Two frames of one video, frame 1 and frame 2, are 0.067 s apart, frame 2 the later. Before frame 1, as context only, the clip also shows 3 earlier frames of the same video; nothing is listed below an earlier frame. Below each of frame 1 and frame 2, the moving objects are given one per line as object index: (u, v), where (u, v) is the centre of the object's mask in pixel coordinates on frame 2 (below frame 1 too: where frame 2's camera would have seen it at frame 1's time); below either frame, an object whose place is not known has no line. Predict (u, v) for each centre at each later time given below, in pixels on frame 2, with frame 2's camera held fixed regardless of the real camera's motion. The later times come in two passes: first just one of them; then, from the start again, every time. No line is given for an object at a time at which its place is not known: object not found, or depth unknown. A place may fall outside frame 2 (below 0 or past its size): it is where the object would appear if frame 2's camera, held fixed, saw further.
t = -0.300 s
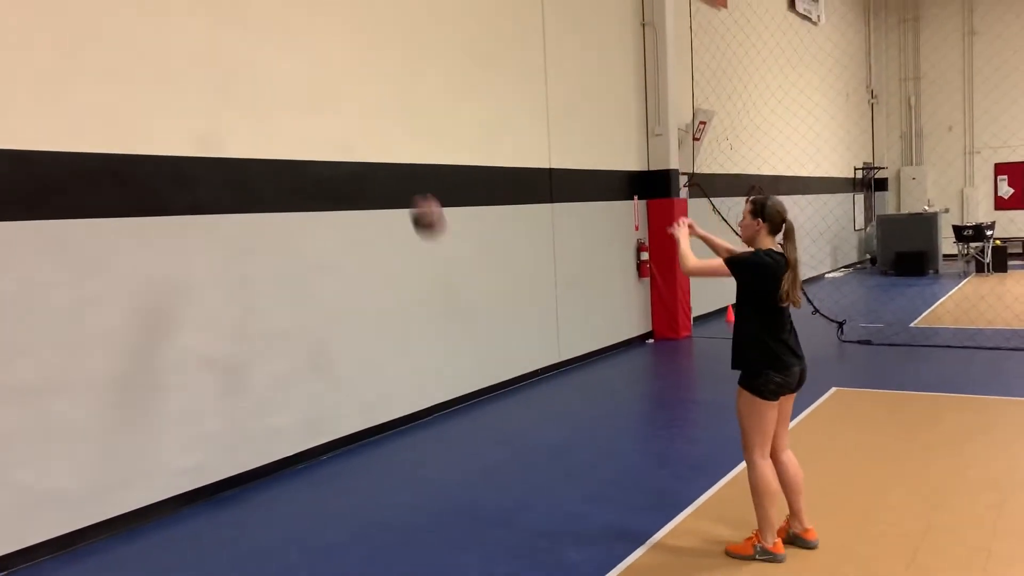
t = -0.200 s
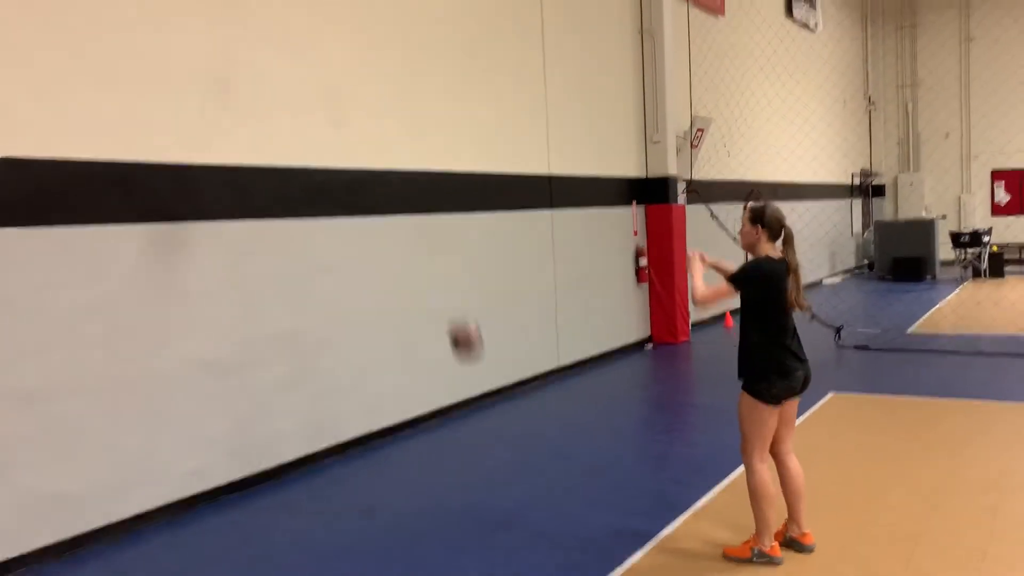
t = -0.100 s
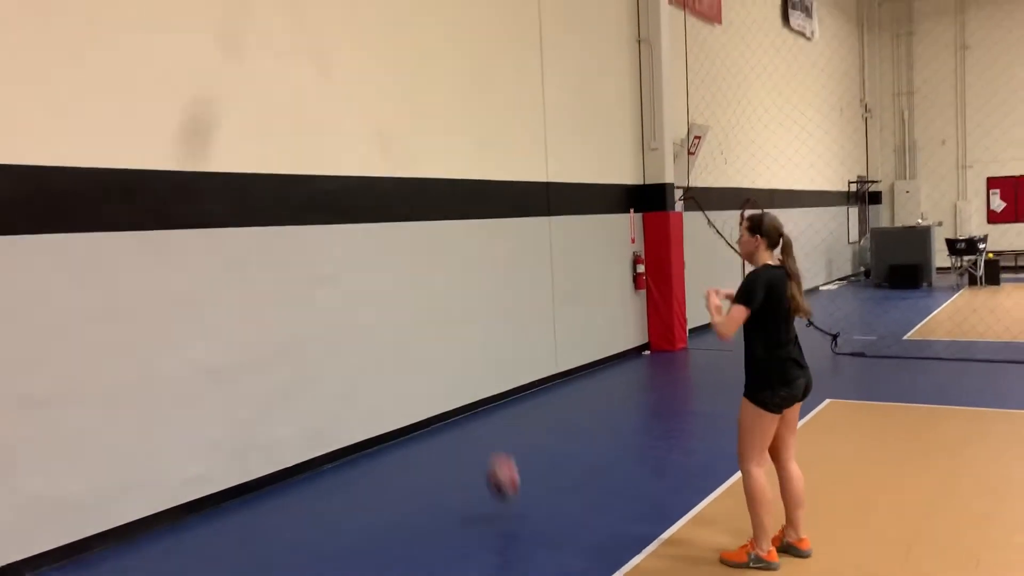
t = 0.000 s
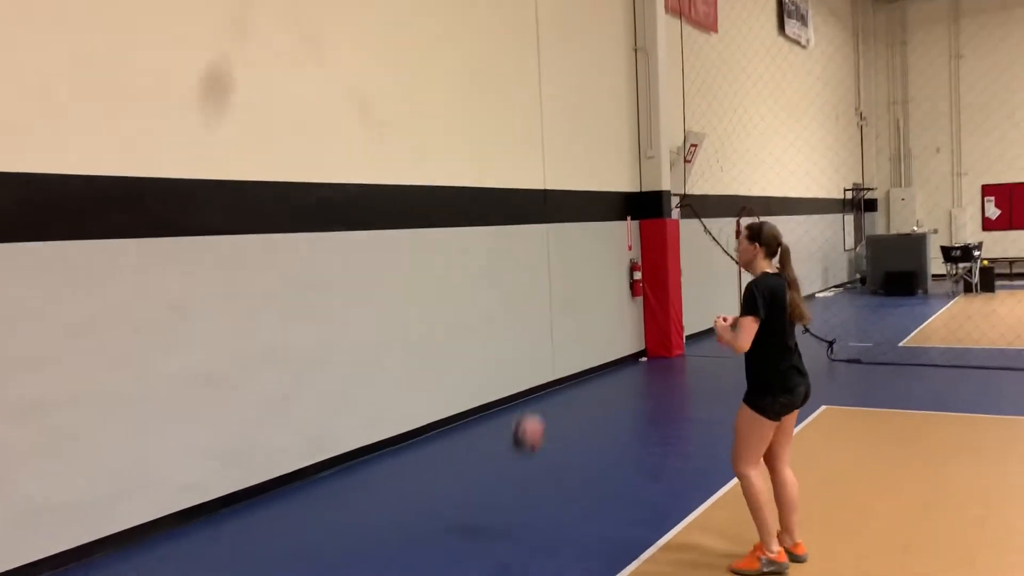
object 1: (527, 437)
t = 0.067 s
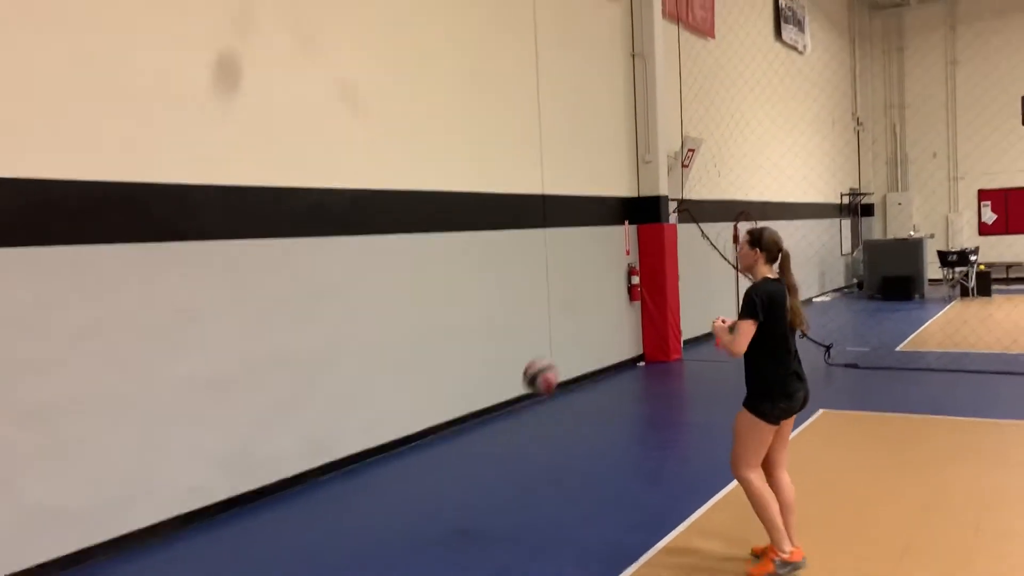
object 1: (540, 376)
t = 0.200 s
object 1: (573, 274)
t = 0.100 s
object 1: (548, 348)
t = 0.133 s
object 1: (557, 321)
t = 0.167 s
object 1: (565, 297)
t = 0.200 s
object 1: (573, 274)
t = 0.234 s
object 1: (582, 251)
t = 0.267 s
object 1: (590, 231)
